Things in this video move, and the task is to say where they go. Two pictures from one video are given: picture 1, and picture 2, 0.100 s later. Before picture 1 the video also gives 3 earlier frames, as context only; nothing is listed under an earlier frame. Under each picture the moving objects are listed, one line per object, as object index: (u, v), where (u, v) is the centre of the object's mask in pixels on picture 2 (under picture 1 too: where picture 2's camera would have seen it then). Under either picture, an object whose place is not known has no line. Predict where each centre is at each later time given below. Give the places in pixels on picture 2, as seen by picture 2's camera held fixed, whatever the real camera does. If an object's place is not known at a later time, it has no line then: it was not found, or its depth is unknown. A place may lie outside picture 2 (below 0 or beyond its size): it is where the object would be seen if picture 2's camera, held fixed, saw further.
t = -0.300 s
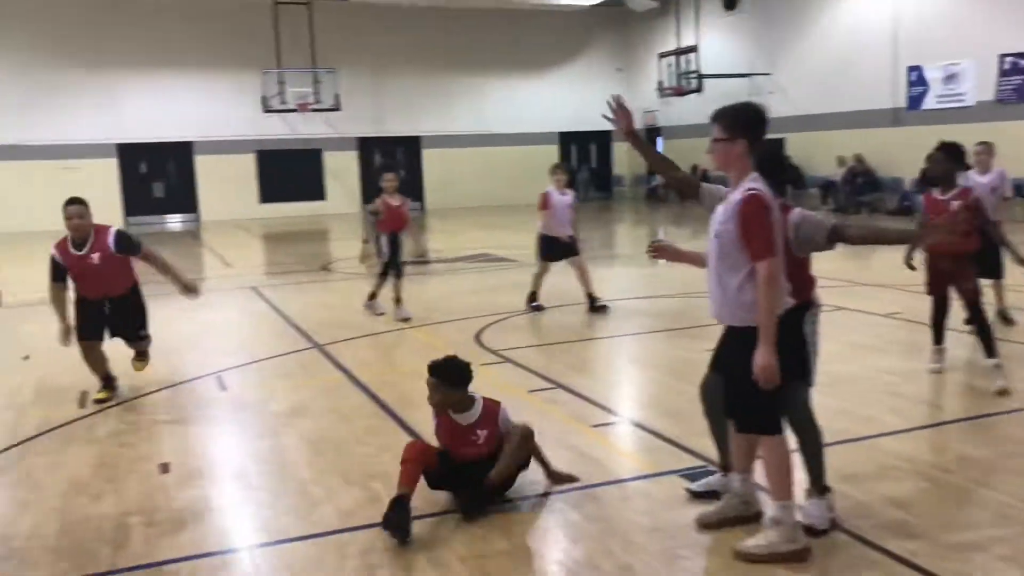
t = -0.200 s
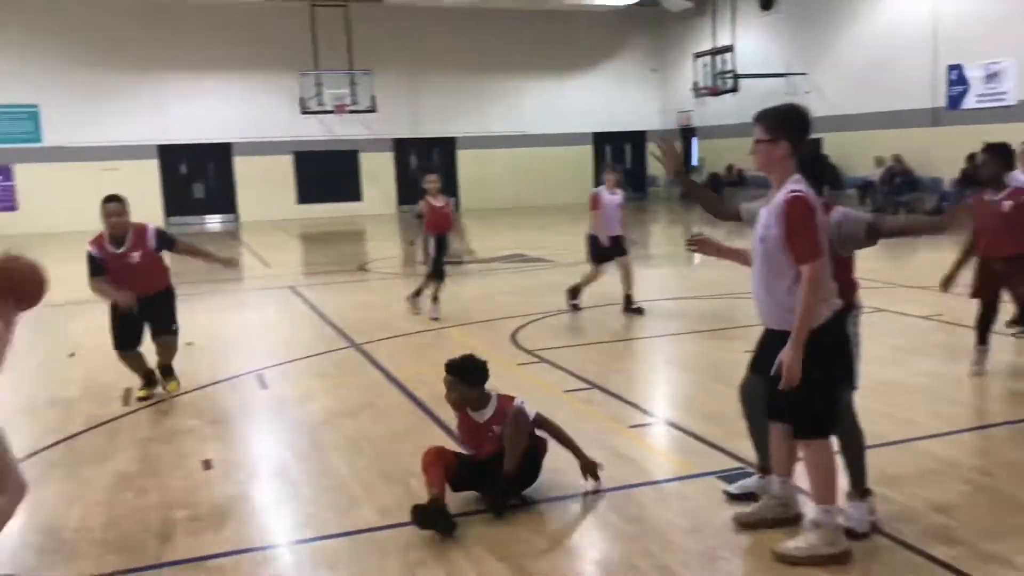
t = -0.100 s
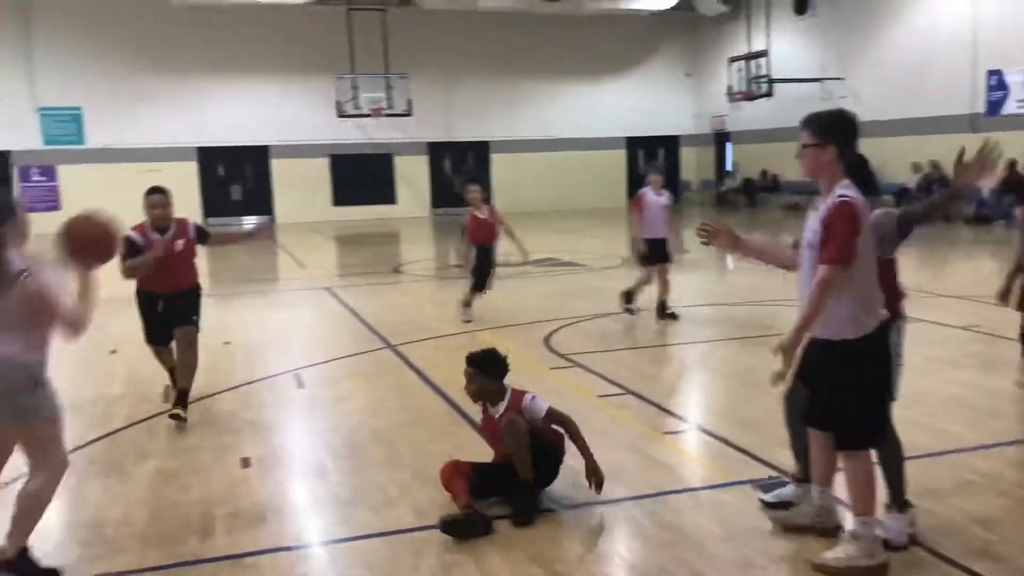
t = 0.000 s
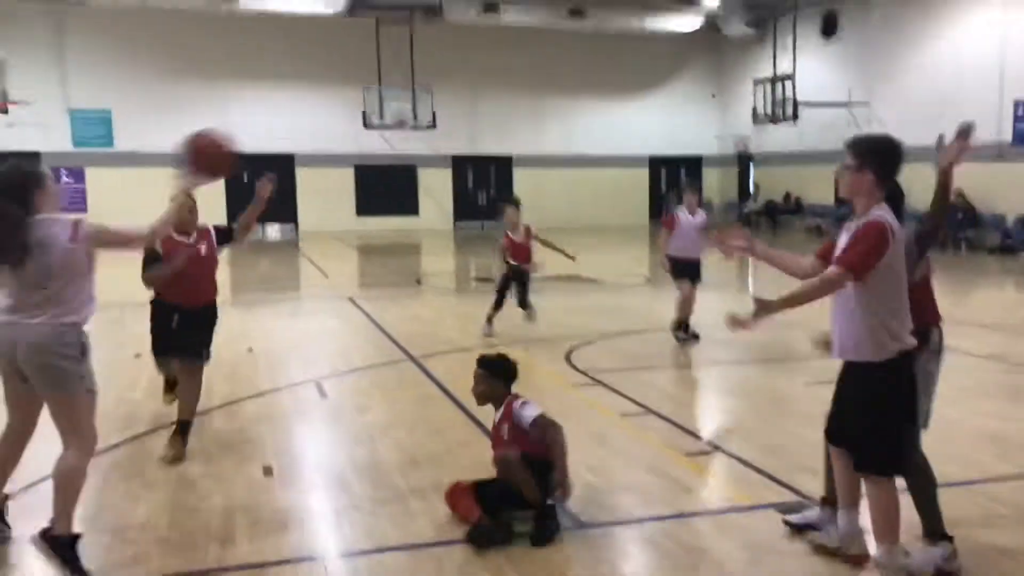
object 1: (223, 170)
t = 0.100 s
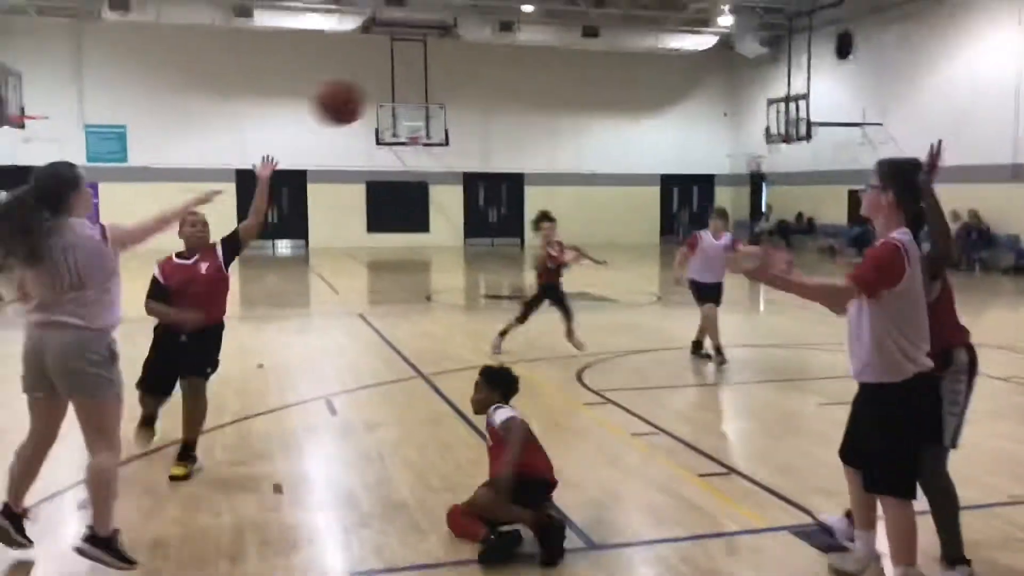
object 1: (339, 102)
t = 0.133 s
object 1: (373, 86)
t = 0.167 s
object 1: (408, 74)
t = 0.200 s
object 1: (439, 64)
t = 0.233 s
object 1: (468, 57)
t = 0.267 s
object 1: (494, 52)
